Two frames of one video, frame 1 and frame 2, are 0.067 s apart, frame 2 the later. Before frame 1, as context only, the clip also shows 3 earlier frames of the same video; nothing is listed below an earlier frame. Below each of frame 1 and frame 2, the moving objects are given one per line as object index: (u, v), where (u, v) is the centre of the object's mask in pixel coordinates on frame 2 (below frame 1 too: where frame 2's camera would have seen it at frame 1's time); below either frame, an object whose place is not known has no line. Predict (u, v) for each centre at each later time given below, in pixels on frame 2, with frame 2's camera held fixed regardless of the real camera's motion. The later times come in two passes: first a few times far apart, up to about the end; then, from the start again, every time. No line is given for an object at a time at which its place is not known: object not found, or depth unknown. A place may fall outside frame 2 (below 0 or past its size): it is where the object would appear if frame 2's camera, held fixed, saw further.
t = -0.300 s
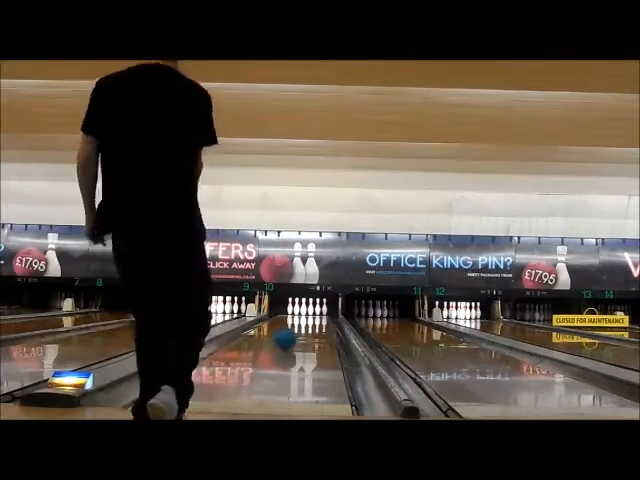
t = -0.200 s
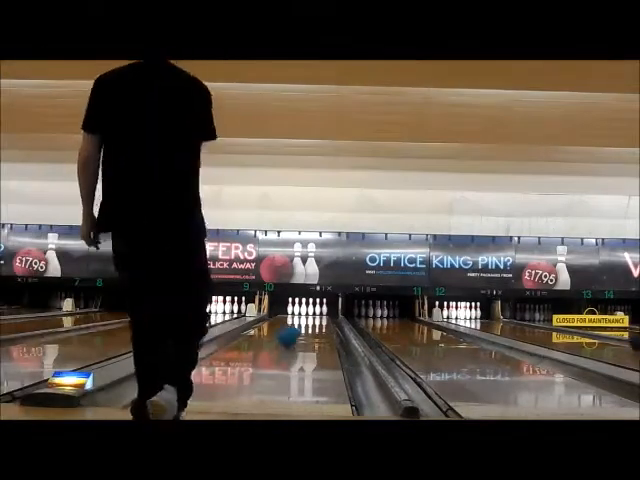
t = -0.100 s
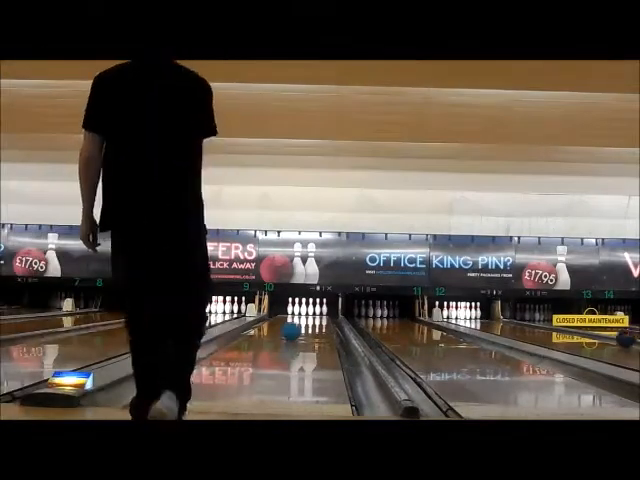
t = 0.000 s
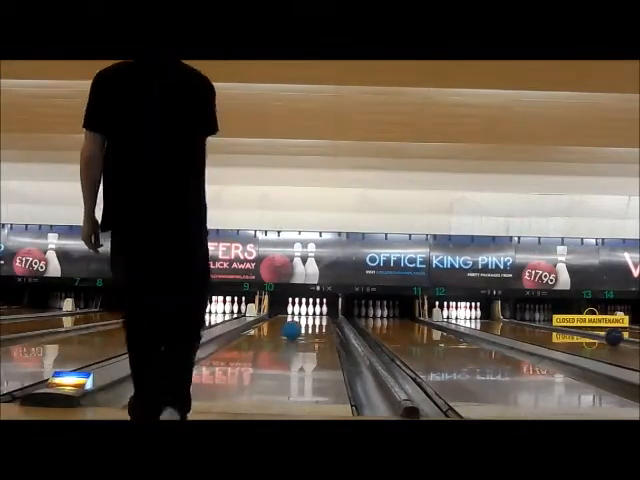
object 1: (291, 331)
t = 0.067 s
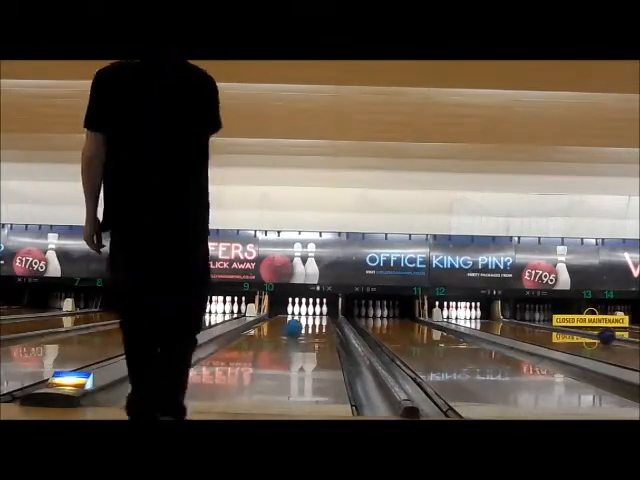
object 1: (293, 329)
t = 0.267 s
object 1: (297, 324)
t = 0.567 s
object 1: (301, 319)
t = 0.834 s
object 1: (304, 316)
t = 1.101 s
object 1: (306, 314)
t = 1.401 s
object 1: (309, 311)
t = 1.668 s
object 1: (329, 311)
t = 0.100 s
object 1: (293, 328)
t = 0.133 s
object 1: (293, 328)
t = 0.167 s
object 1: (296, 326)
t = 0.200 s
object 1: (296, 325)
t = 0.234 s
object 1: (296, 324)
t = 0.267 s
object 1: (297, 324)
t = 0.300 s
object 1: (297, 323)
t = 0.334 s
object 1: (298, 323)
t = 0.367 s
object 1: (298, 323)
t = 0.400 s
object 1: (298, 322)
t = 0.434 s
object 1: (299, 322)
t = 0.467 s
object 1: (299, 321)
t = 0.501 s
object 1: (300, 320)
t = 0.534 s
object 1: (300, 319)
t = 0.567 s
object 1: (301, 319)
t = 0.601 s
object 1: (302, 319)
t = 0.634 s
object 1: (302, 318)
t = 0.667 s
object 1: (302, 318)
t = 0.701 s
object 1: (302, 317)
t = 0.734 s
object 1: (303, 317)
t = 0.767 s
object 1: (303, 317)
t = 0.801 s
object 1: (303, 316)
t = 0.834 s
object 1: (304, 316)
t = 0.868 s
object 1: (304, 316)
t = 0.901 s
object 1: (304, 315)
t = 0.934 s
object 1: (304, 316)
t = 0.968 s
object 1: (304, 315)
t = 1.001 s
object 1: (305, 315)
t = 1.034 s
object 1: (305, 315)
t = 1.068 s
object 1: (305, 314)
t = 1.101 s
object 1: (306, 314)
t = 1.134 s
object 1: (307, 313)
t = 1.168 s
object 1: (307, 313)
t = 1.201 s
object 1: (307, 313)
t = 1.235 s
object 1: (308, 312)
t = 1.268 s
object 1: (308, 312)
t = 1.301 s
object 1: (308, 312)
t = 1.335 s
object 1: (309, 312)
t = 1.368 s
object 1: (309, 312)
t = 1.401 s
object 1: (309, 311)
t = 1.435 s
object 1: (310, 311)
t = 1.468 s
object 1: (311, 310)
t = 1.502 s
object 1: (314, 310)
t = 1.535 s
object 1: (316, 311)
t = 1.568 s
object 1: (320, 310)
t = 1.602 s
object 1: (324, 310)
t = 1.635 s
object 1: (327, 311)
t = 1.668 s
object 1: (329, 311)
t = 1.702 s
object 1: (330, 312)
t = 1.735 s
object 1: (331, 312)
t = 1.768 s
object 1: (332, 312)
